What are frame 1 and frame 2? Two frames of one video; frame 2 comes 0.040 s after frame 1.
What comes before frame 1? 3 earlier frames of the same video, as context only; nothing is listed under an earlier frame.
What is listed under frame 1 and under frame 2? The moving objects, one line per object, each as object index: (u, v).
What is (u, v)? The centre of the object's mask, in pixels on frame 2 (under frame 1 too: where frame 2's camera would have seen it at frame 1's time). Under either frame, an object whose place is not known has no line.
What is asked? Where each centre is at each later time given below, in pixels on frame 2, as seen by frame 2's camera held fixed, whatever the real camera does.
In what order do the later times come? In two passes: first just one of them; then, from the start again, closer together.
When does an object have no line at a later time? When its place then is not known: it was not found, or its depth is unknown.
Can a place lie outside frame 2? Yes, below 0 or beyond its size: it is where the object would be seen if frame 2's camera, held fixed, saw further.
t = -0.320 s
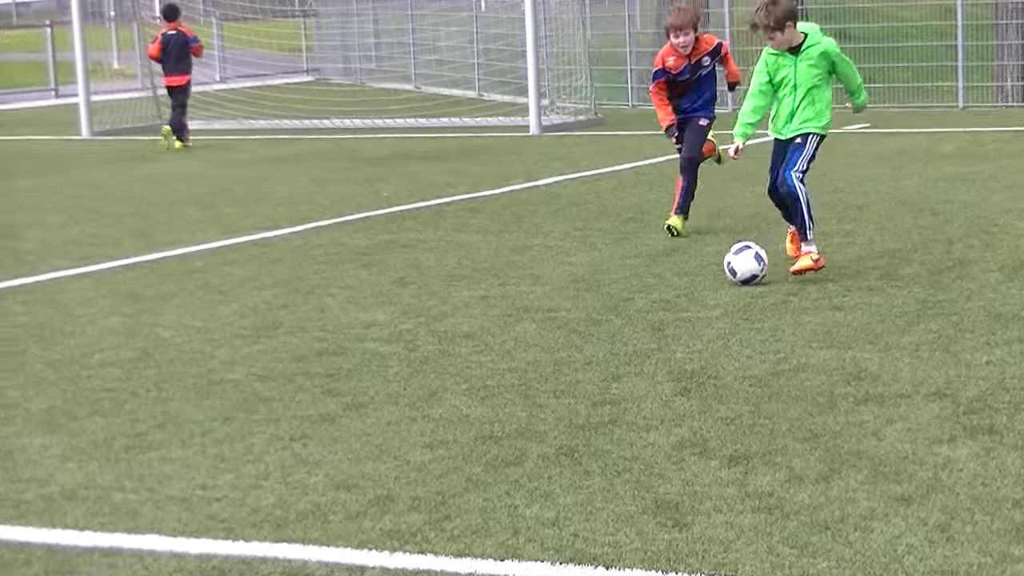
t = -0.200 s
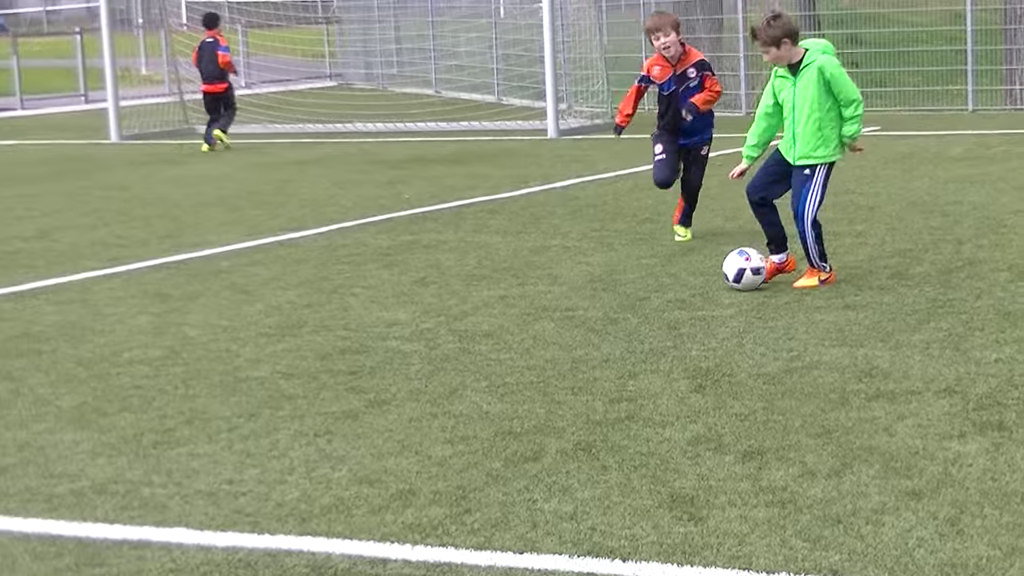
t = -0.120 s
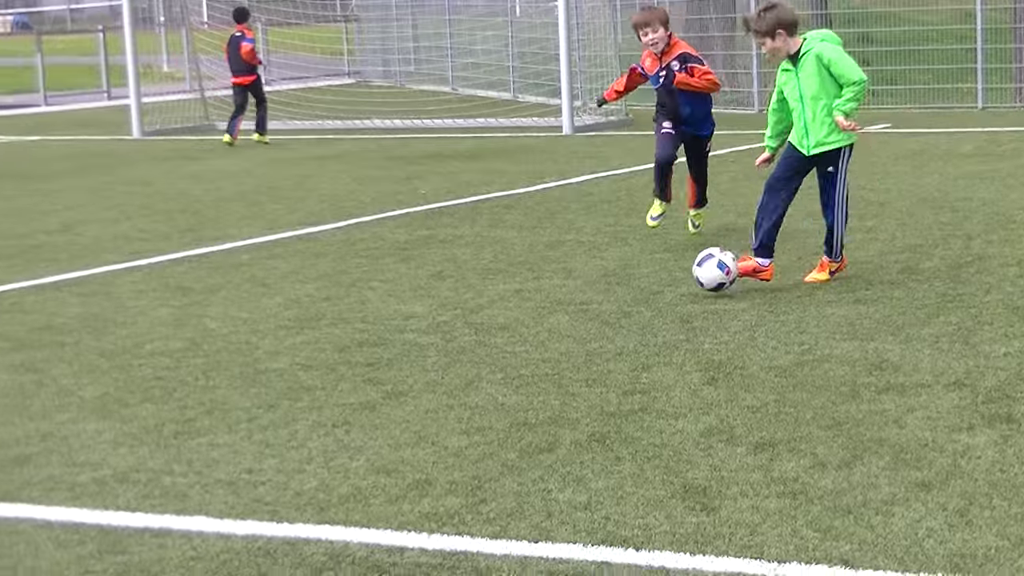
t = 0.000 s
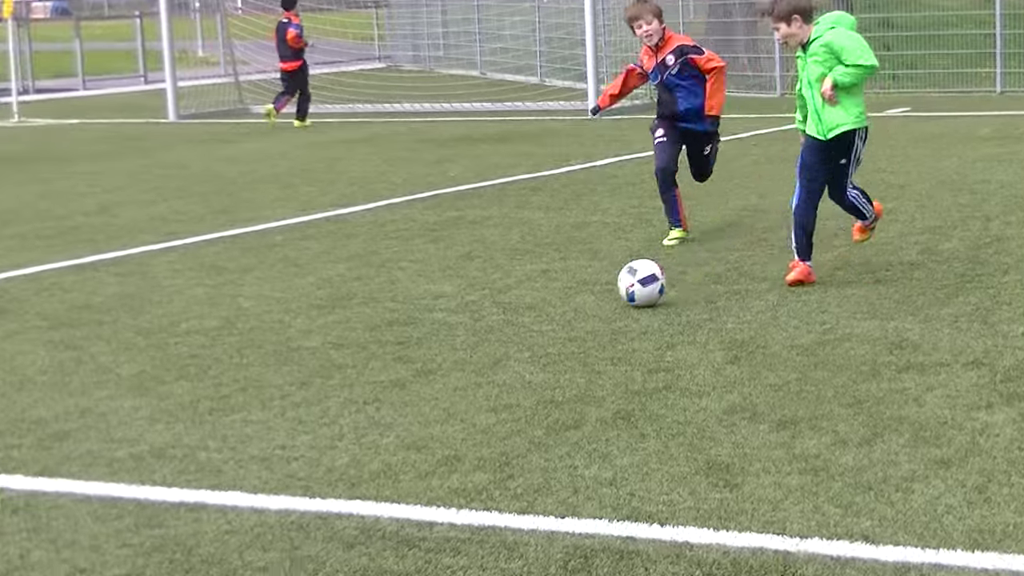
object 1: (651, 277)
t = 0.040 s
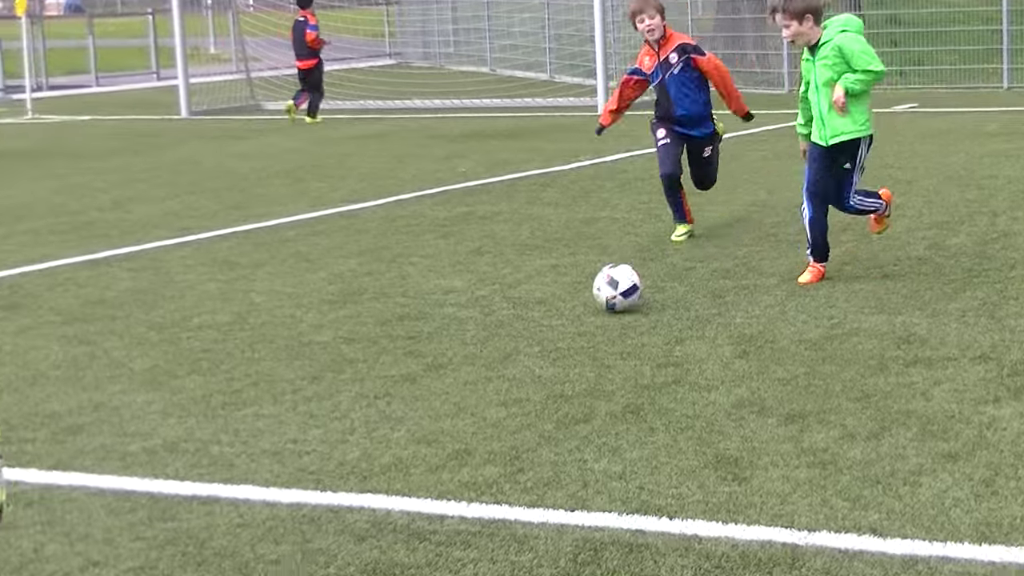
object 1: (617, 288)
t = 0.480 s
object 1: (210, 404)
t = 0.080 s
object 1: (584, 294)
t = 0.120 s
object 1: (549, 306)
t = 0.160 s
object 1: (513, 318)
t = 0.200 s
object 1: (478, 327)
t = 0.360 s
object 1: (328, 369)
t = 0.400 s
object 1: (289, 383)
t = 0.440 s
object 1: (250, 393)
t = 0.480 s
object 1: (210, 404)
